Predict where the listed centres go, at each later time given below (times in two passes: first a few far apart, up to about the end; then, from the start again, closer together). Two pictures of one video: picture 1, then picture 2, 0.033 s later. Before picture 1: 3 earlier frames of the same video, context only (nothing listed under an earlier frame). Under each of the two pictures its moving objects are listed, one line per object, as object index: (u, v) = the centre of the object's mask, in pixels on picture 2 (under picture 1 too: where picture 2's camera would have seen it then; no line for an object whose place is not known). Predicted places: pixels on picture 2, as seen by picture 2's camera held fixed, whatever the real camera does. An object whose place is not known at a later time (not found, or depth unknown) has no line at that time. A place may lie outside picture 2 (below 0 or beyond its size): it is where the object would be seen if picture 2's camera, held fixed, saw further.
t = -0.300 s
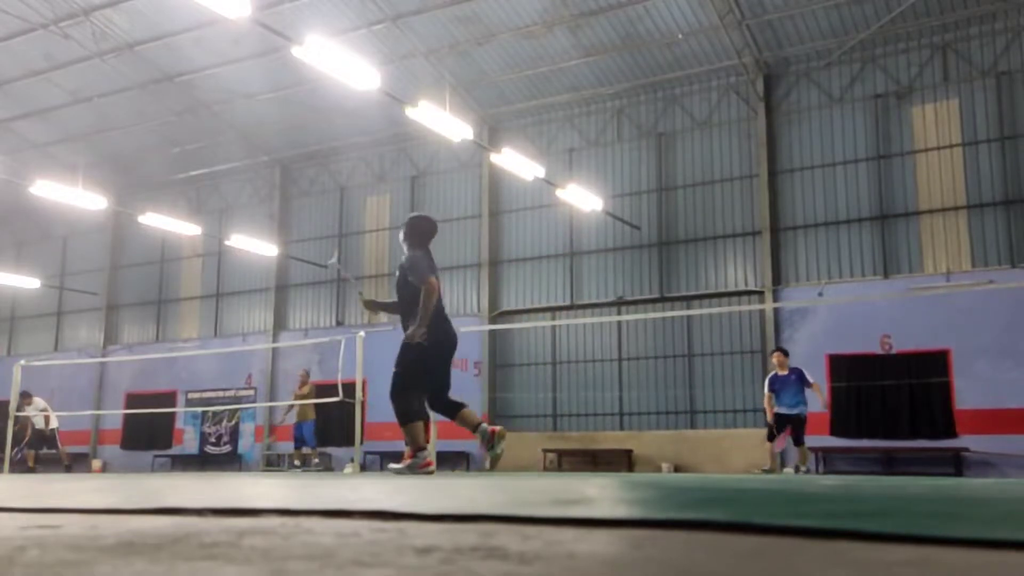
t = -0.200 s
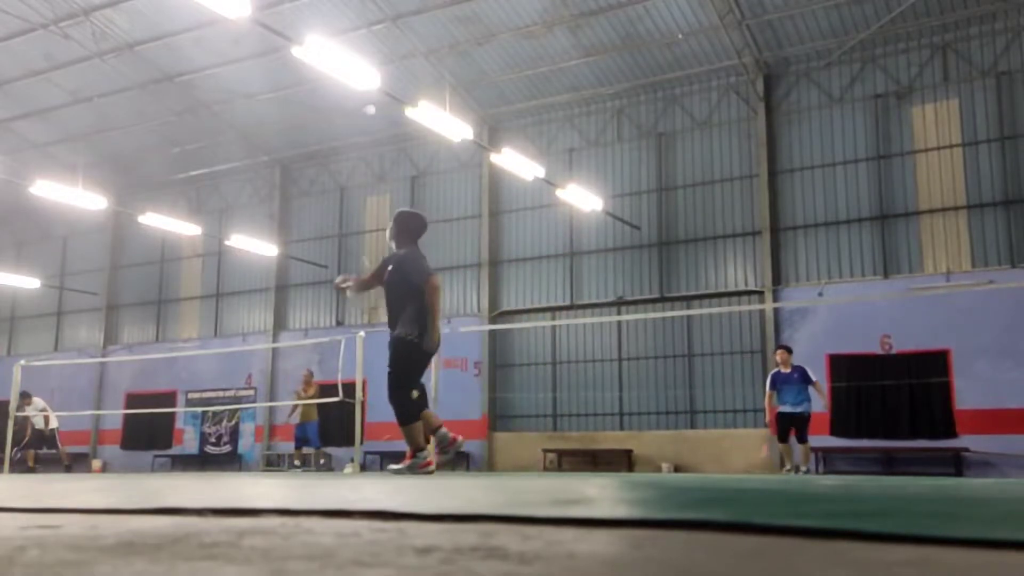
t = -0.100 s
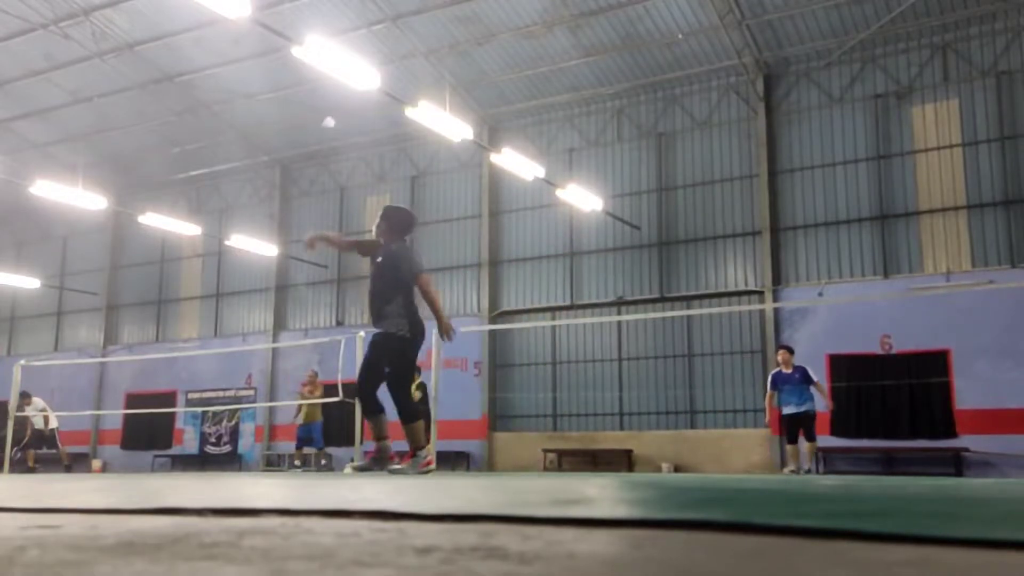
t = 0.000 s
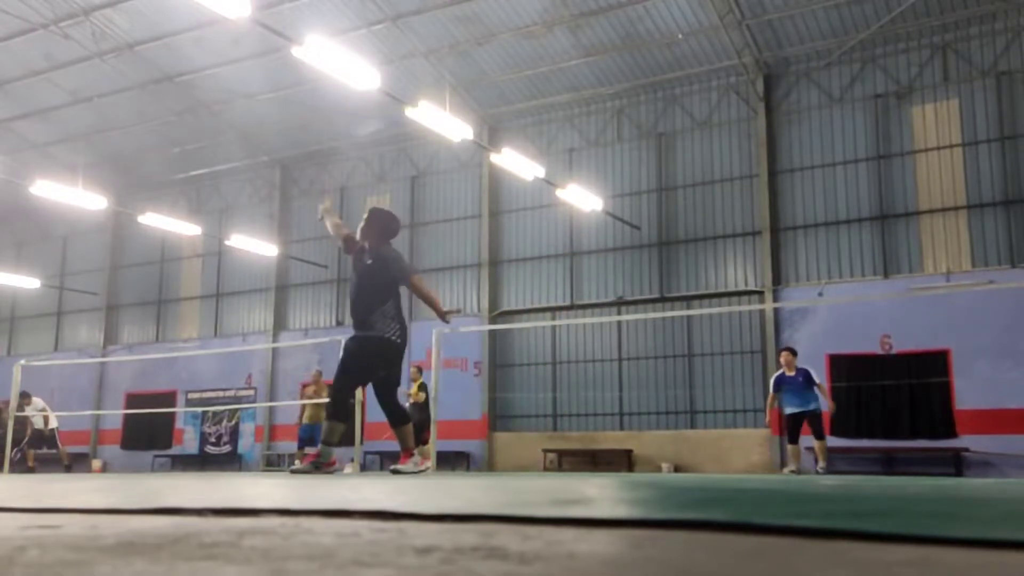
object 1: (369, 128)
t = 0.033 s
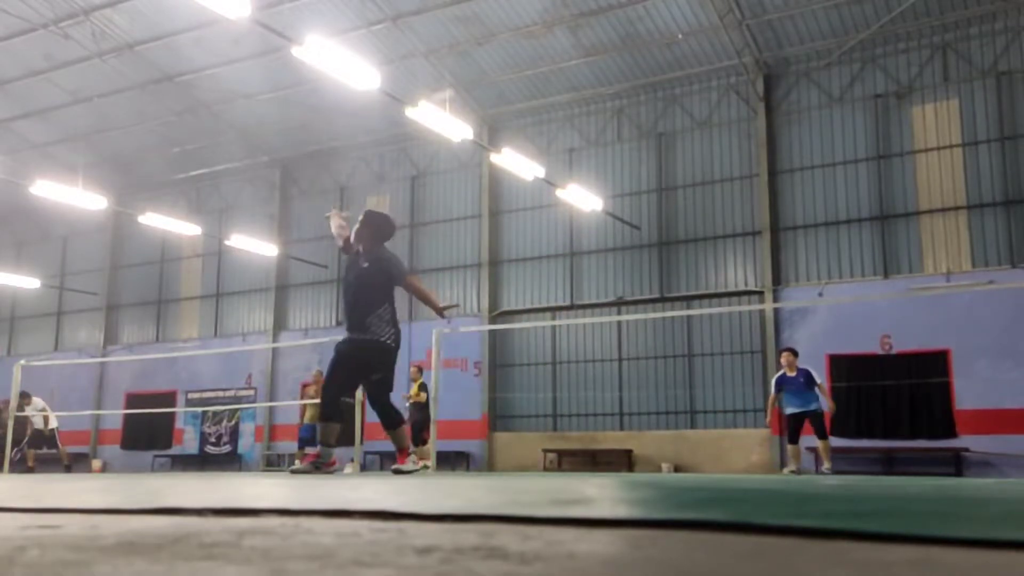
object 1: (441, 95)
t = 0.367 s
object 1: (739, 63)
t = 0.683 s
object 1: (836, 113)
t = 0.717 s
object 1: (844, 121)
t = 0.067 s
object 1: (504, 86)
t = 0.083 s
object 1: (530, 81)
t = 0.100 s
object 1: (552, 76)
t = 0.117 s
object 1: (571, 72)
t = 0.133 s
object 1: (589, 68)
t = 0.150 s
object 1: (606, 65)
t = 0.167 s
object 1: (621, 63)
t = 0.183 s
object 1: (634, 62)
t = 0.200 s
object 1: (647, 61)
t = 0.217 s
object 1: (659, 60)
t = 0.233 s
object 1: (670, 59)
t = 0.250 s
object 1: (680, 59)
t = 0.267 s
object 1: (690, 59)
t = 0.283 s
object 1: (699, 59)
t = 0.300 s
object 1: (708, 60)
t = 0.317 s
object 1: (716, 60)
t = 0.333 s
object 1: (724, 61)
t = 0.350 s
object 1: (732, 62)
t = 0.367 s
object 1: (739, 63)
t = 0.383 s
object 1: (745, 64)
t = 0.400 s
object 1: (752, 66)
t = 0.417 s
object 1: (759, 68)
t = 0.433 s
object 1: (764, 70)
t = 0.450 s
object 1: (770, 72)
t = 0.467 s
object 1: (776, 74)
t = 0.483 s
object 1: (781, 76)
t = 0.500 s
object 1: (786, 78)
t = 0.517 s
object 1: (791, 81)
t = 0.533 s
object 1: (796, 84)
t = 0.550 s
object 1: (801, 87)
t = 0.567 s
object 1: (806, 89)
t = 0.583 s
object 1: (811, 92)
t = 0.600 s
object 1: (815, 95)
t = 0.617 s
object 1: (820, 99)
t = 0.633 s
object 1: (824, 102)
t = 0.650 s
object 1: (828, 106)
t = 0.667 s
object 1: (832, 109)
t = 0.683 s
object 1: (836, 113)
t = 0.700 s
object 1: (840, 117)
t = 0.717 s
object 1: (844, 121)
